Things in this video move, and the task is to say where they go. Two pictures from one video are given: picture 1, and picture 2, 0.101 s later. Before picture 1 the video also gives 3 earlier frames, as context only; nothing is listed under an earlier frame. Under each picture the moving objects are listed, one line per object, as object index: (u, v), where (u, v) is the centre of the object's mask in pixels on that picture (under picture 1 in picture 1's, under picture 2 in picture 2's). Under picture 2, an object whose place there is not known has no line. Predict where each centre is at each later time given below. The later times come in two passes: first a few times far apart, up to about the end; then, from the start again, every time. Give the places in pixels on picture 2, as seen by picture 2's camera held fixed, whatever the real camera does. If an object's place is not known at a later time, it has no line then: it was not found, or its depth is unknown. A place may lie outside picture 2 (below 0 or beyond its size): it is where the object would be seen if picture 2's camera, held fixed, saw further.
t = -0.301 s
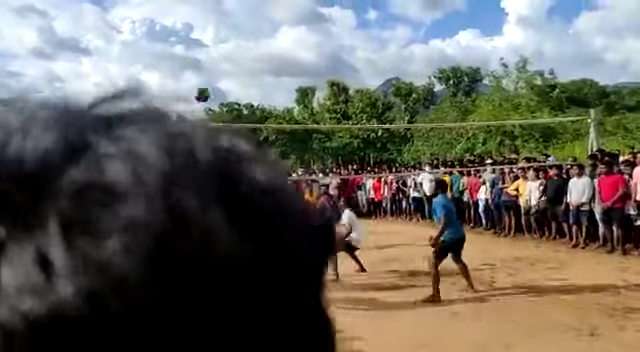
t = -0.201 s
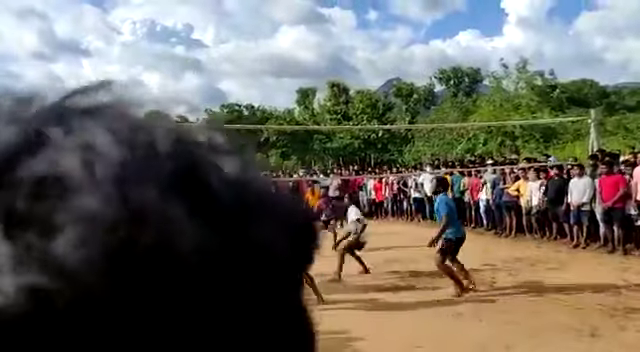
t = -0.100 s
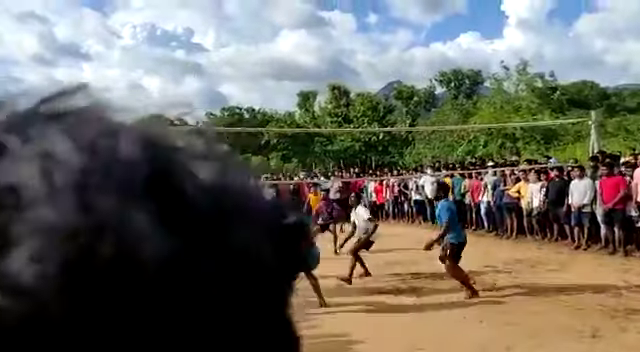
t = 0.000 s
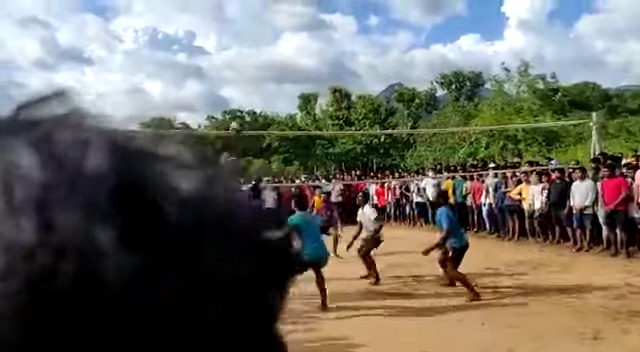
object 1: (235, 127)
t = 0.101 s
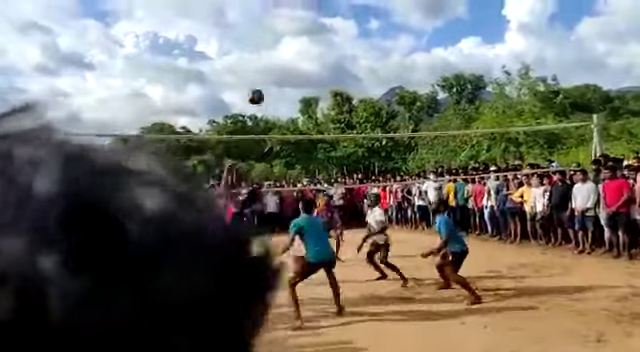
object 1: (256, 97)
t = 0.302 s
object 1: (291, 44)
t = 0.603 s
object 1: (351, 18)
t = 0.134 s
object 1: (261, 87)
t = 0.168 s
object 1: (267, 76)
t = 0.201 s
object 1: (273, 68)
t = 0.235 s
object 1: (279, 59)
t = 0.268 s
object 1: (285, 51)
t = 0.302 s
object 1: (291, 44)
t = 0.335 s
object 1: (297, 38)
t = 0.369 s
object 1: (303, 32)
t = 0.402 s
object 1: (310, 28)
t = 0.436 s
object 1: (317, 24)
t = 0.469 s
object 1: (324, 22)
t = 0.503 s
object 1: (329, 20)
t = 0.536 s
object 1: (337, 18)
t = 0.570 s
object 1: (344, 18)
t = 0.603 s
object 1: (351, 18)
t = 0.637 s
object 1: (358, 20)
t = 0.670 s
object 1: (365, 22)
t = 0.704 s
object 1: (372, 25)
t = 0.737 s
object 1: (380, 29)
